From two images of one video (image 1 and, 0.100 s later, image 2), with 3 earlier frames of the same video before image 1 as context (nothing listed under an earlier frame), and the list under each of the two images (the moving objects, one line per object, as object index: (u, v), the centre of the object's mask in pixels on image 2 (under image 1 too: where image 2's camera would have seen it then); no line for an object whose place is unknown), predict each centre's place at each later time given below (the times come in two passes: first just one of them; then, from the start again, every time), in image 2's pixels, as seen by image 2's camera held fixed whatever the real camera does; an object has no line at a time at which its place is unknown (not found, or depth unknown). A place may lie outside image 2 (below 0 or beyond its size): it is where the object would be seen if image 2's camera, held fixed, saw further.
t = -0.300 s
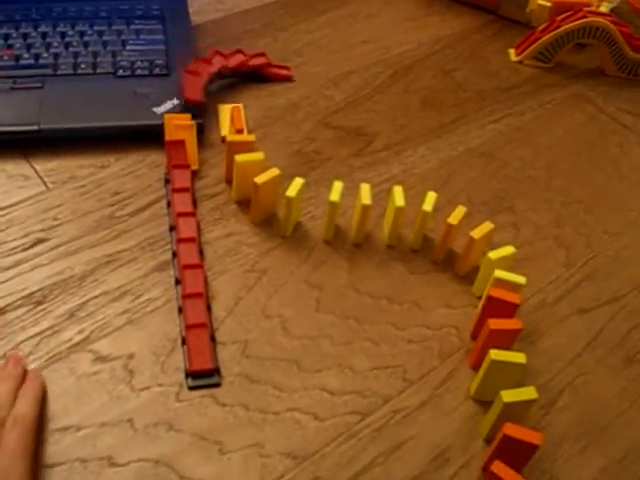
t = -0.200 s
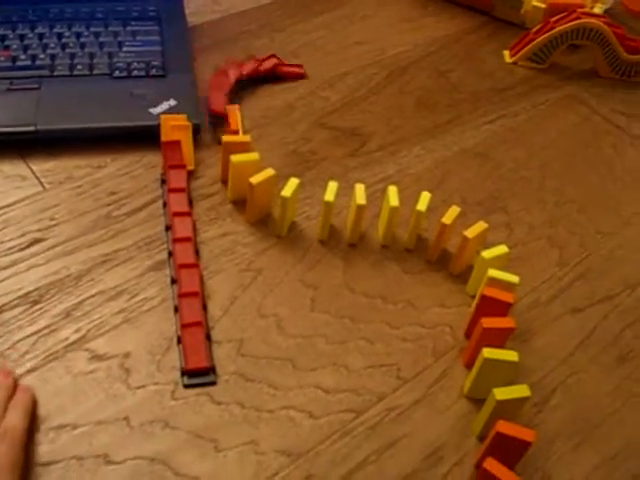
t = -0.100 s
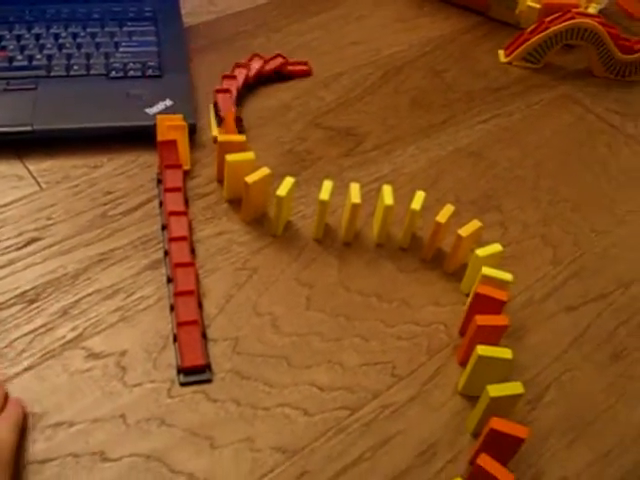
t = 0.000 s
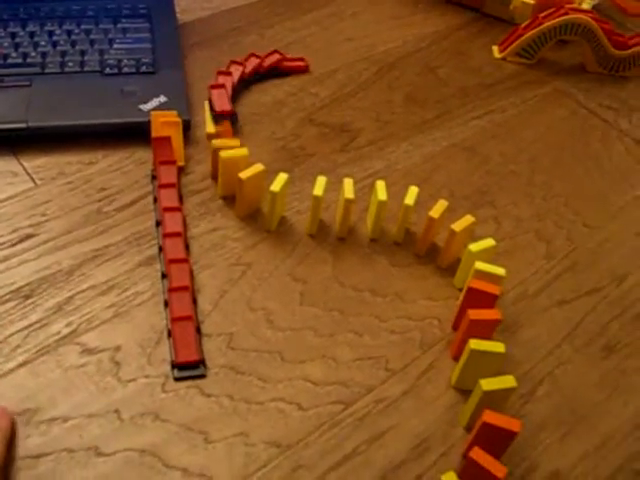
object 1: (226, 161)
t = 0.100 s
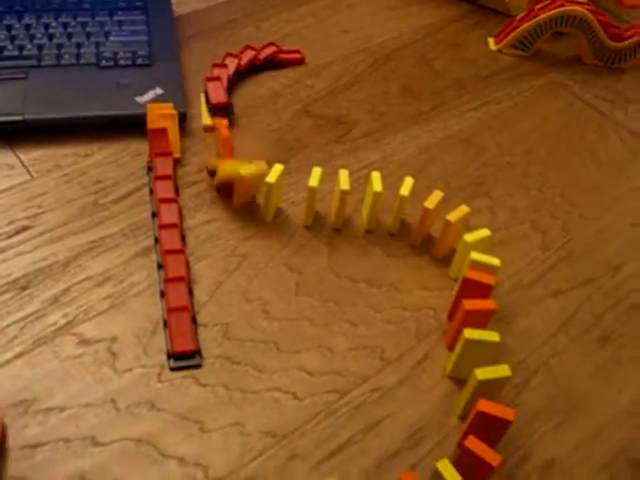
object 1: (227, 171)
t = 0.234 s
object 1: (216, 209)
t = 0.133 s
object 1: (231, 187)
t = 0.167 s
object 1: (231, 198)
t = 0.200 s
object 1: (225, 204)
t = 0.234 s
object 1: (216, 209)
